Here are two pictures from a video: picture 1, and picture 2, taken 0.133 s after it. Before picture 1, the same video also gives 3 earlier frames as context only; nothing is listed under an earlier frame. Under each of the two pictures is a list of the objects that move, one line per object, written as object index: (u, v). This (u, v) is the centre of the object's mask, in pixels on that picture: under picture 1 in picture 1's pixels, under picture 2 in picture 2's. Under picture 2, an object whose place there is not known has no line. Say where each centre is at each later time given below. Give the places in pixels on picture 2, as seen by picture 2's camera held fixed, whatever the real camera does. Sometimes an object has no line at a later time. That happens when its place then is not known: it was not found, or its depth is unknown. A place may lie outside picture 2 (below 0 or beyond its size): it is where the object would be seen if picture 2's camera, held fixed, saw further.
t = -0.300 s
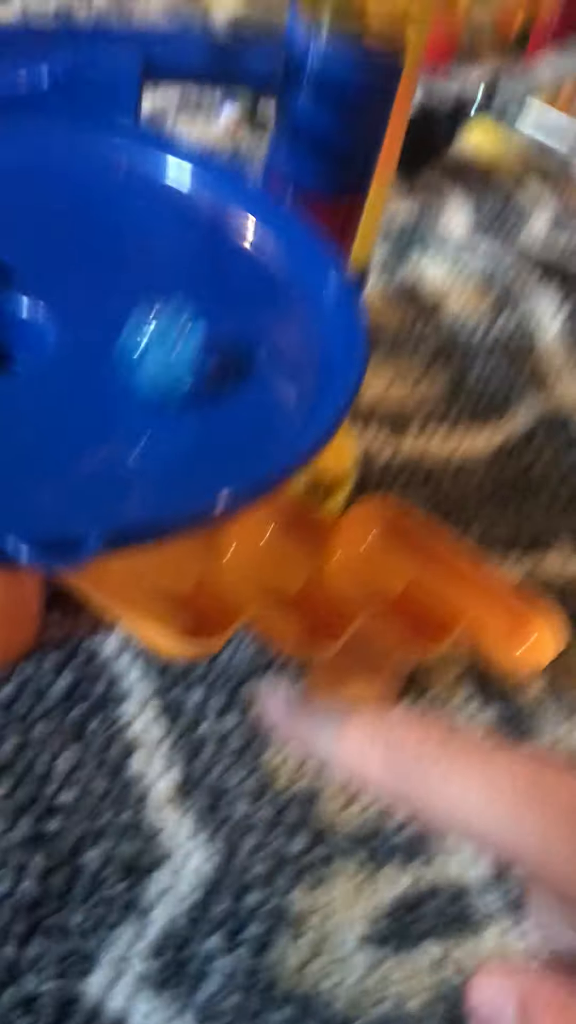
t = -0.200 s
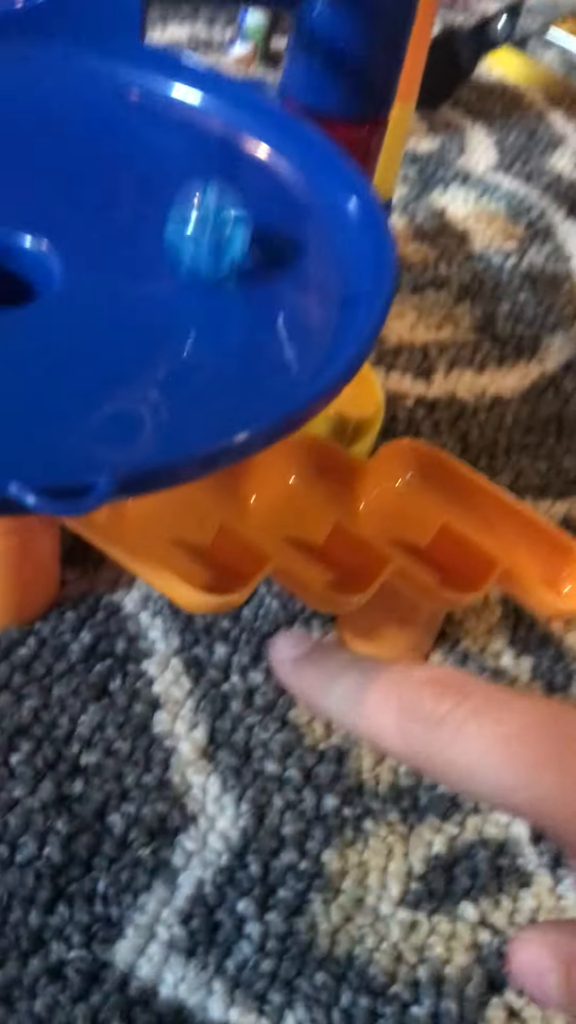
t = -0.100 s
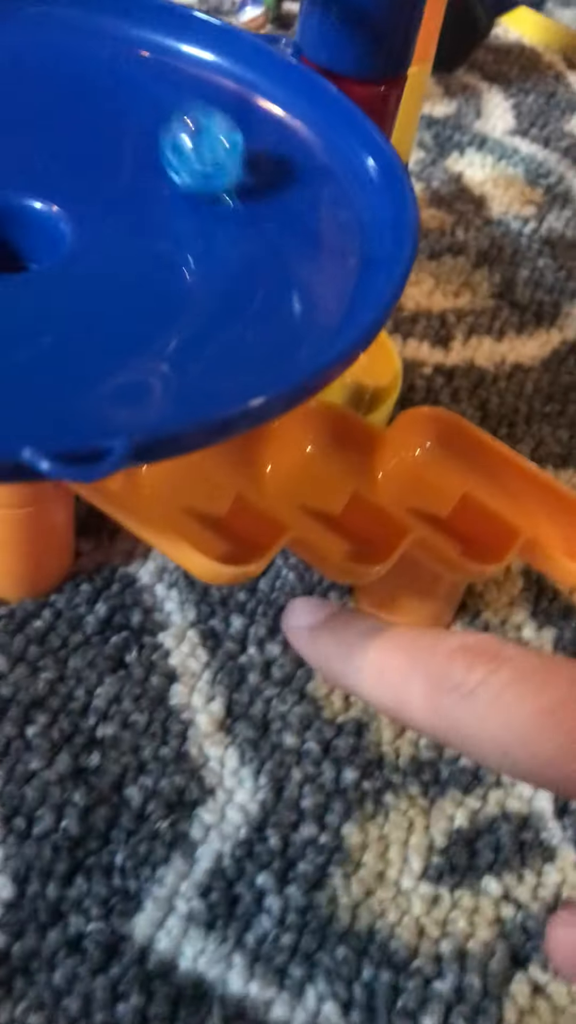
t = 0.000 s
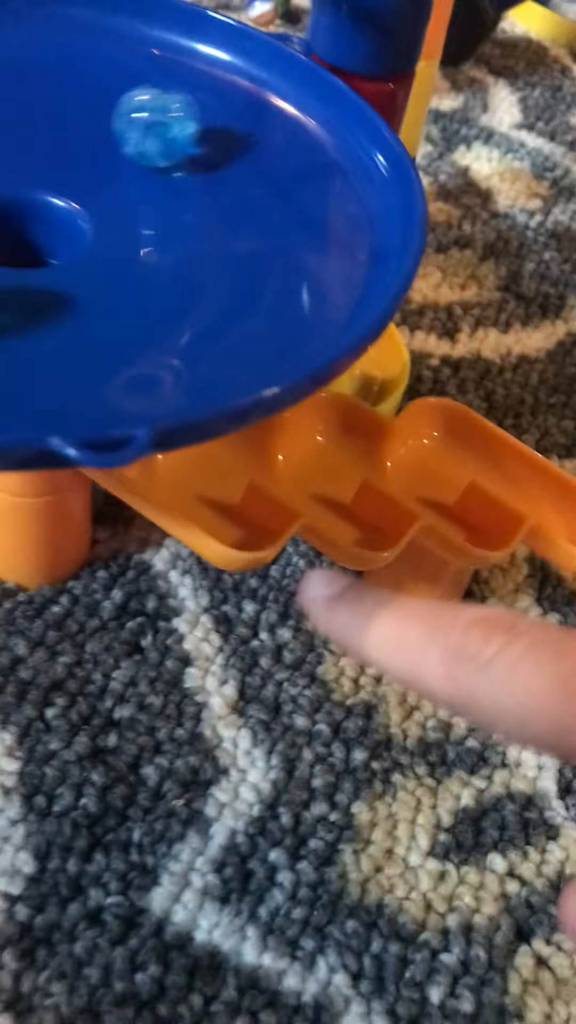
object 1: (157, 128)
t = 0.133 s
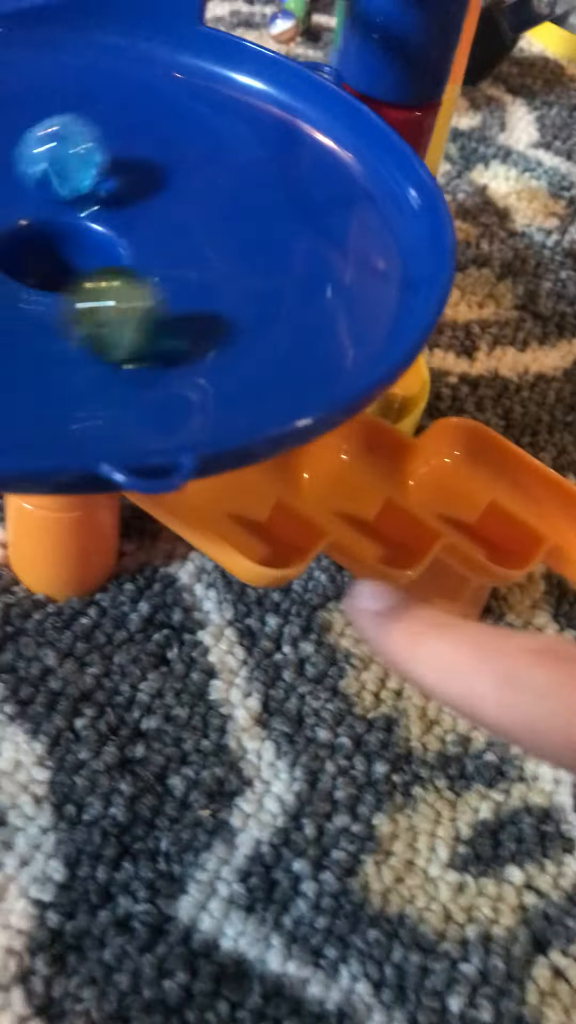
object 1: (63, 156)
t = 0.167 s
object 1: (28, 166)
